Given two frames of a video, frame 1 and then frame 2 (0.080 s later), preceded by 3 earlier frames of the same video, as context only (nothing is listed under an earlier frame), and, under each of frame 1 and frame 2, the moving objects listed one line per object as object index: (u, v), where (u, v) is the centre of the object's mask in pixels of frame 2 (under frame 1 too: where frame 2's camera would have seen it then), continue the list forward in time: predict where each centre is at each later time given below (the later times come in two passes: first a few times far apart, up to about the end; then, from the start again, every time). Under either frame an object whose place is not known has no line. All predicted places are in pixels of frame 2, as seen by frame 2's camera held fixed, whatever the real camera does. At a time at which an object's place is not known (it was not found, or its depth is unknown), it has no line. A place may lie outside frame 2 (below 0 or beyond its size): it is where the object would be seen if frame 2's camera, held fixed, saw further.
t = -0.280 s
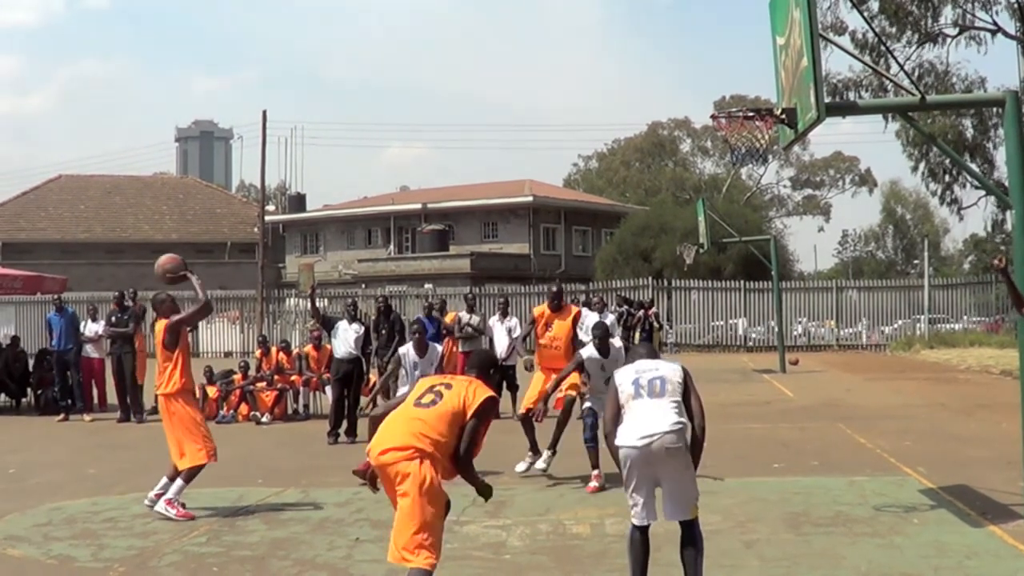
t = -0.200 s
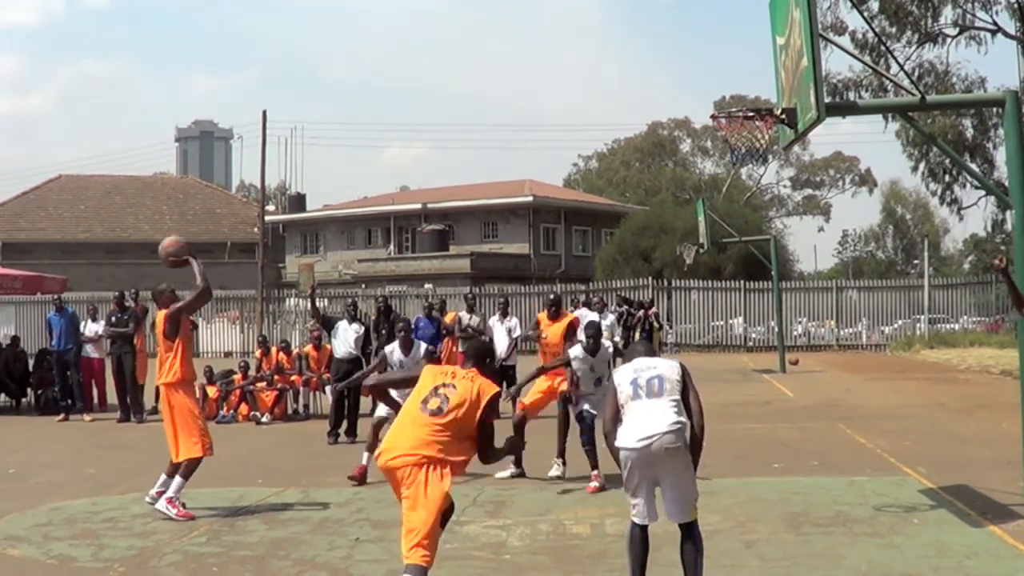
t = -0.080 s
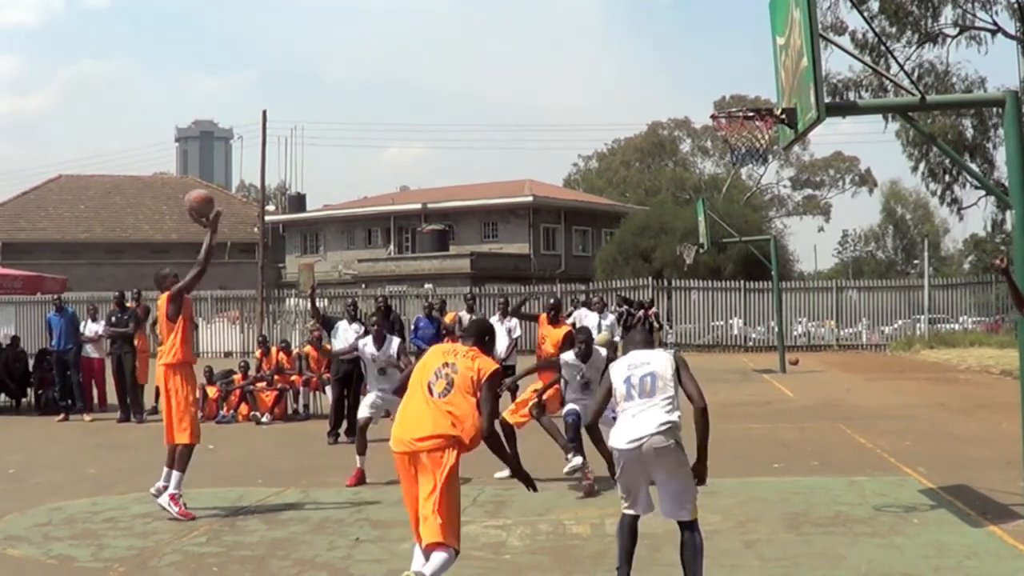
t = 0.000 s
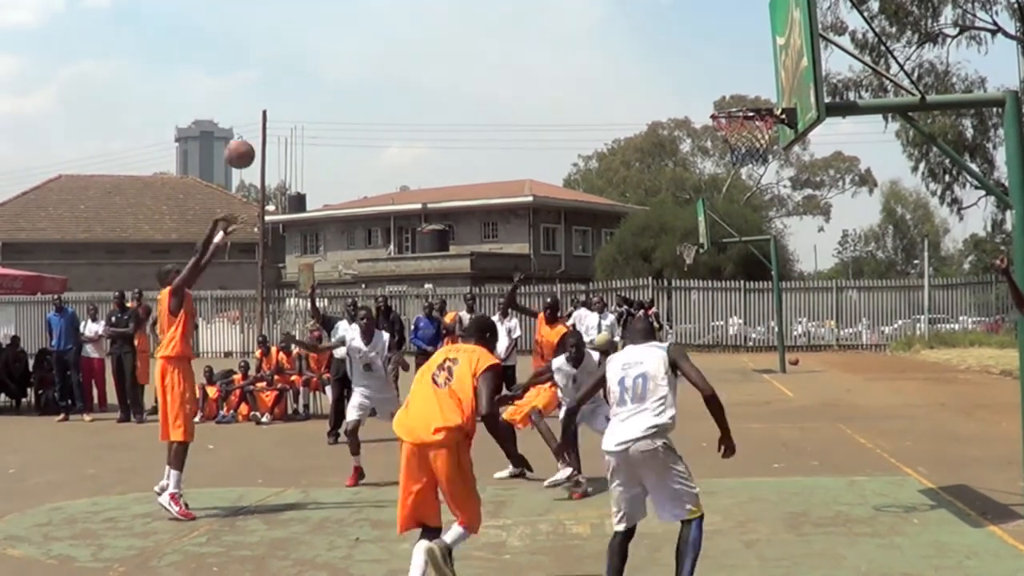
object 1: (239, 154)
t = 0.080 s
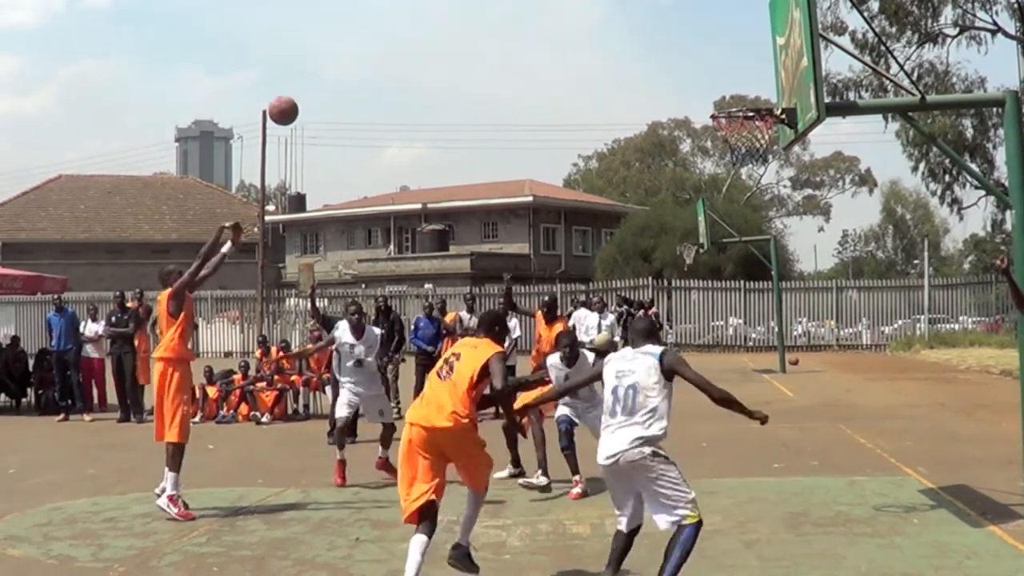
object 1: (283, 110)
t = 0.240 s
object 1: (372, 46)
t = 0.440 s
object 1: (487, 12)
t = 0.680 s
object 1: (629, 34)
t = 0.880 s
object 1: (751, 115)
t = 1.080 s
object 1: (757, 176)
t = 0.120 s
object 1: (305, 91)
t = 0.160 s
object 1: (327, 74)
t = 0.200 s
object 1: (349, 59)
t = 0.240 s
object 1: (372, 46)
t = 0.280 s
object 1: (394, 35)
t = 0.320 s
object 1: (417, 26)
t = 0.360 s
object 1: (440, 19)
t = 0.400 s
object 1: (463, 14)
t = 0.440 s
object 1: (487, 12)
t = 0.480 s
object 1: (510, 11)
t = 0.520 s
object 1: (534, 12)
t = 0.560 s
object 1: (557, 13)
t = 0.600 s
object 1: (581, 17)
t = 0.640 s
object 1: (605, 24)
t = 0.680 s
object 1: (629, 34)
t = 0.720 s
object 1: (653, 46)
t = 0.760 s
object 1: (678, 60)
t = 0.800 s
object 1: (702, 76)
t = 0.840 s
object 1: (727, 94)
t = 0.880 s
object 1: (751, 115)
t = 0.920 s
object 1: (764, 132)
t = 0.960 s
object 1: (764, 140)
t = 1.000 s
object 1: (763, 148)
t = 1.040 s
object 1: (759, 161)
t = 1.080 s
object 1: (757, 176)
